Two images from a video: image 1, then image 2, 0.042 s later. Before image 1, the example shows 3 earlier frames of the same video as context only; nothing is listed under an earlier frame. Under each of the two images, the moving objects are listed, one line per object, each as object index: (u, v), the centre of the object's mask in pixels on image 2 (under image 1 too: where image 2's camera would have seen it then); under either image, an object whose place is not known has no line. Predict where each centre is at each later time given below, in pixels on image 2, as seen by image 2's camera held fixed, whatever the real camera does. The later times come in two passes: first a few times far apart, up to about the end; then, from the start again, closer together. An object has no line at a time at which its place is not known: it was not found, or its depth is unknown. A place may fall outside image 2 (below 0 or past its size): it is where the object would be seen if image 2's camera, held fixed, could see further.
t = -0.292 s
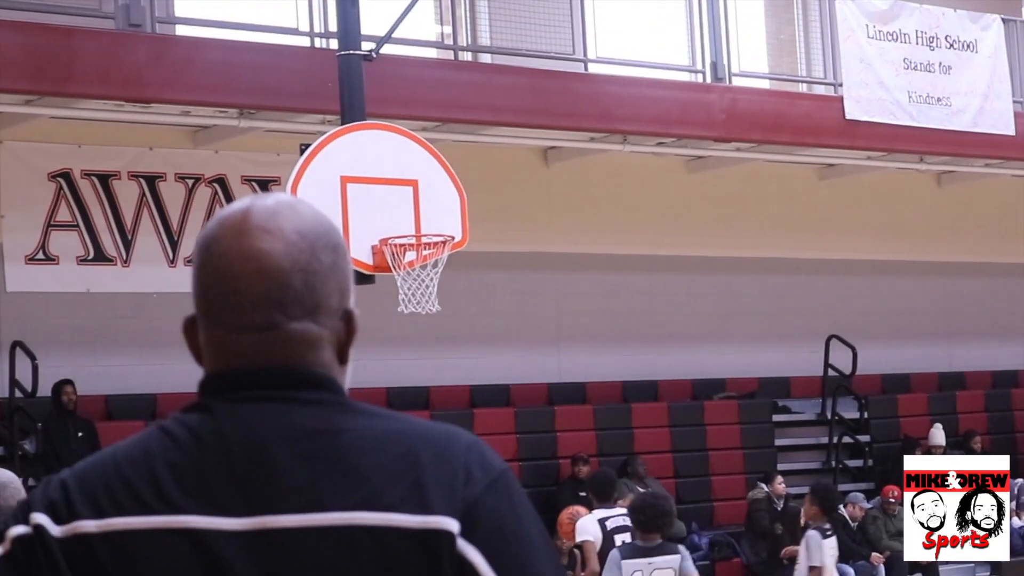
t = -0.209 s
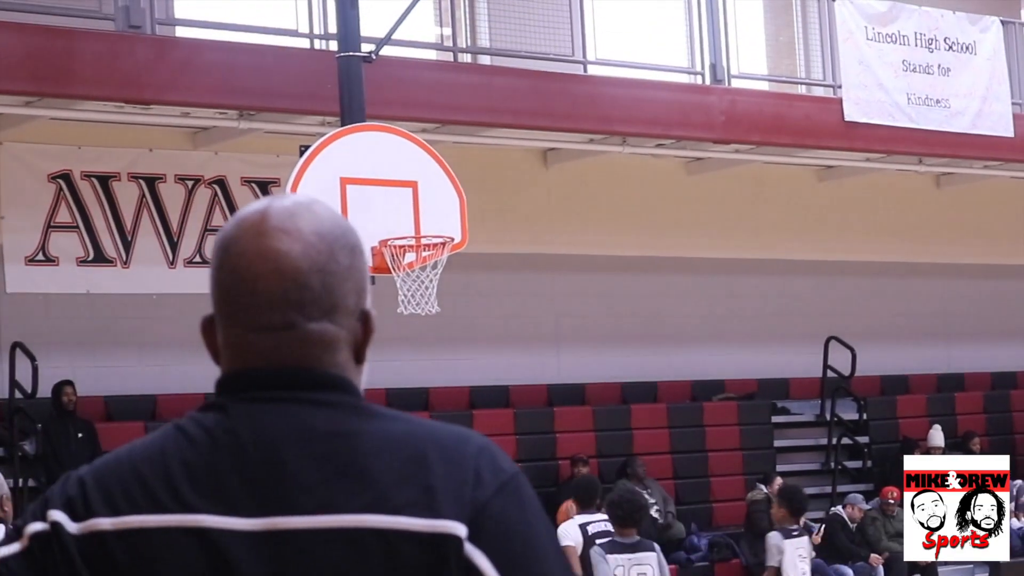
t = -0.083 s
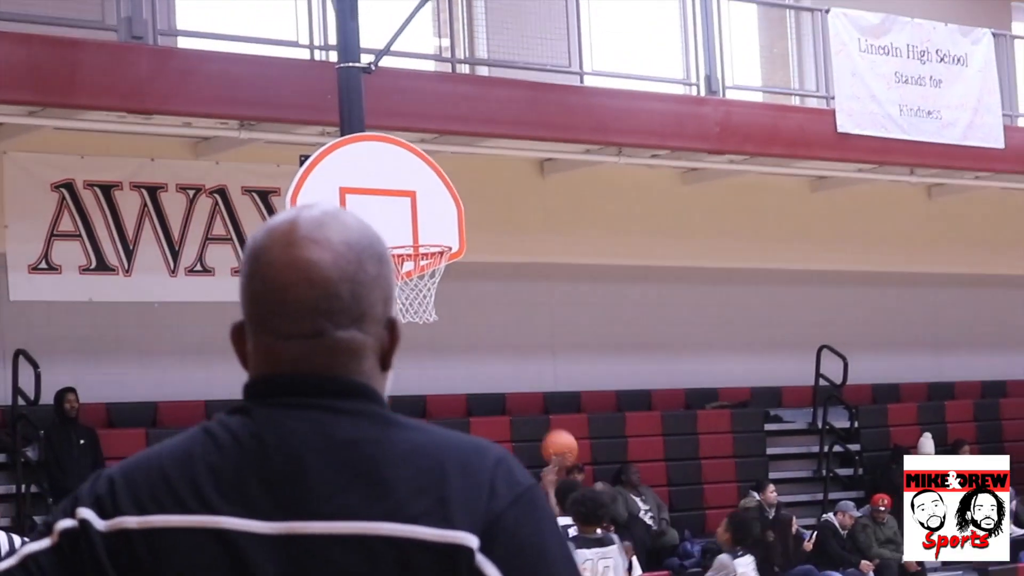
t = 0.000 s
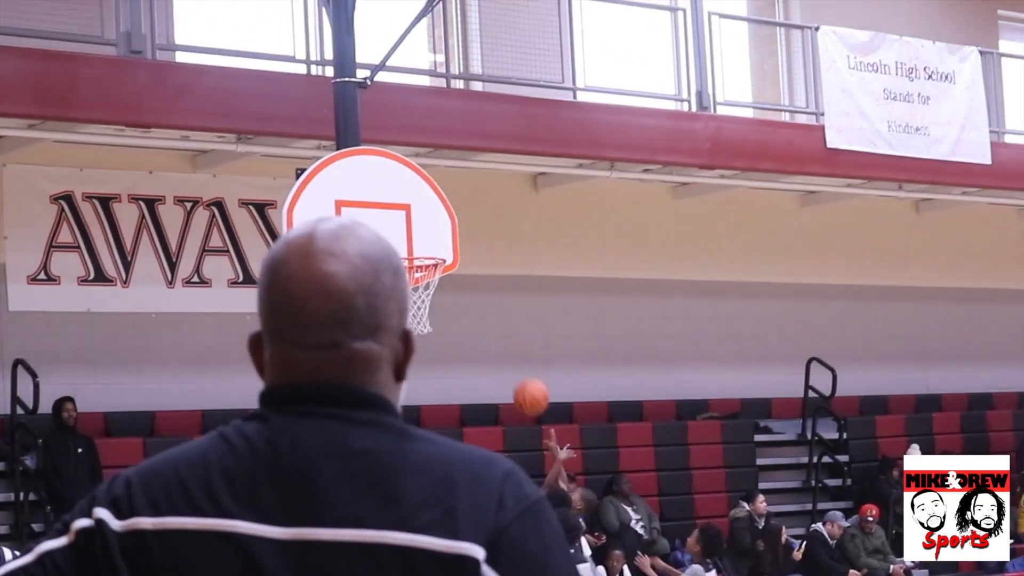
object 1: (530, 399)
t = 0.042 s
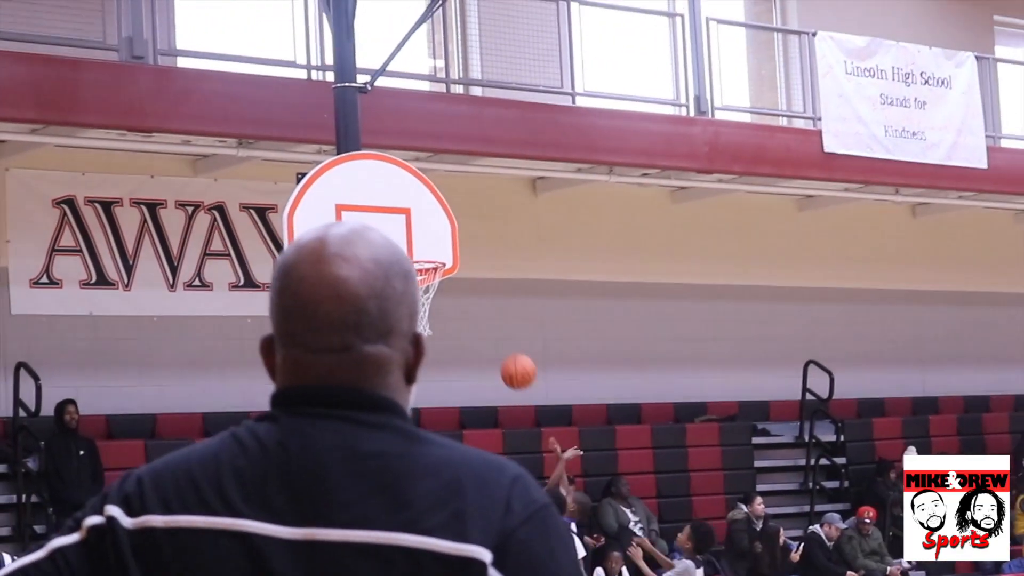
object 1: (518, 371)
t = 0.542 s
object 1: (420, 239)
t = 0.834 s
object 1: (414, 251)
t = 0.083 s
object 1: (507, 347)
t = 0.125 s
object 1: (498, 326)
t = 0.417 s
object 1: (421, 241)
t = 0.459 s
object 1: (419, 238)
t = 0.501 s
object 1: (419, 236)
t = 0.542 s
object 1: (420, 239)
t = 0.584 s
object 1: (420, 243)
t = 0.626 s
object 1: (420, 248)
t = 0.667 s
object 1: (419, 247)
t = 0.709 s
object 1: (418, 246)
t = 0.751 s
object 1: (416, 246)
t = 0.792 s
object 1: (415, 248)
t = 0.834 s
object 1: (414, 251)
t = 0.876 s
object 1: (412, 255)
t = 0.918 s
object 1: (412, 275)
